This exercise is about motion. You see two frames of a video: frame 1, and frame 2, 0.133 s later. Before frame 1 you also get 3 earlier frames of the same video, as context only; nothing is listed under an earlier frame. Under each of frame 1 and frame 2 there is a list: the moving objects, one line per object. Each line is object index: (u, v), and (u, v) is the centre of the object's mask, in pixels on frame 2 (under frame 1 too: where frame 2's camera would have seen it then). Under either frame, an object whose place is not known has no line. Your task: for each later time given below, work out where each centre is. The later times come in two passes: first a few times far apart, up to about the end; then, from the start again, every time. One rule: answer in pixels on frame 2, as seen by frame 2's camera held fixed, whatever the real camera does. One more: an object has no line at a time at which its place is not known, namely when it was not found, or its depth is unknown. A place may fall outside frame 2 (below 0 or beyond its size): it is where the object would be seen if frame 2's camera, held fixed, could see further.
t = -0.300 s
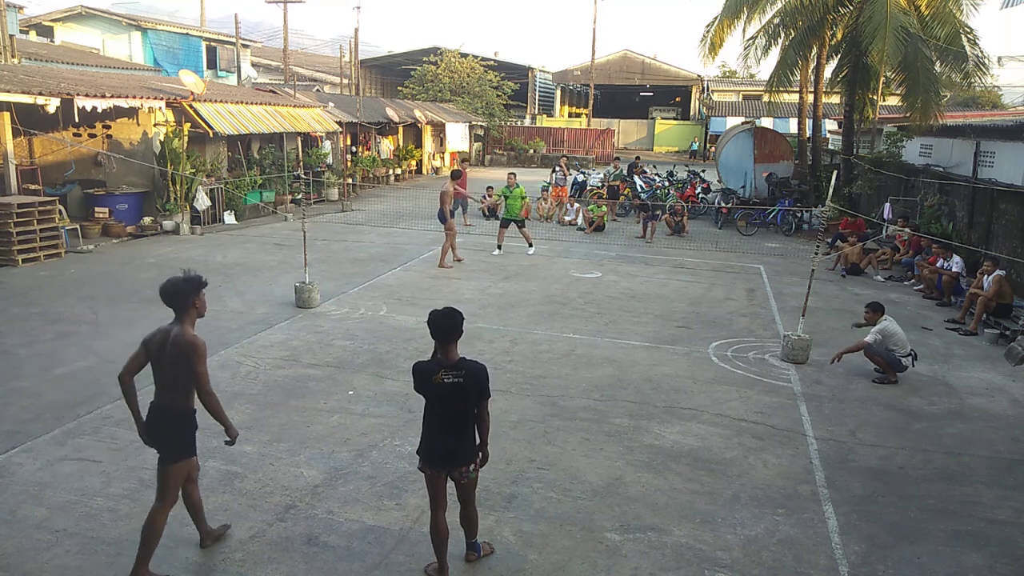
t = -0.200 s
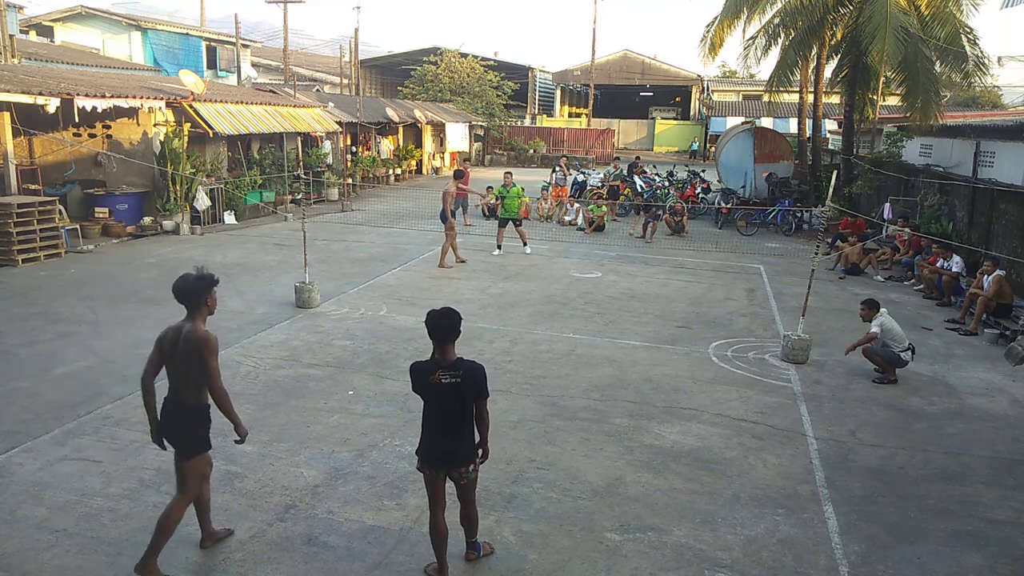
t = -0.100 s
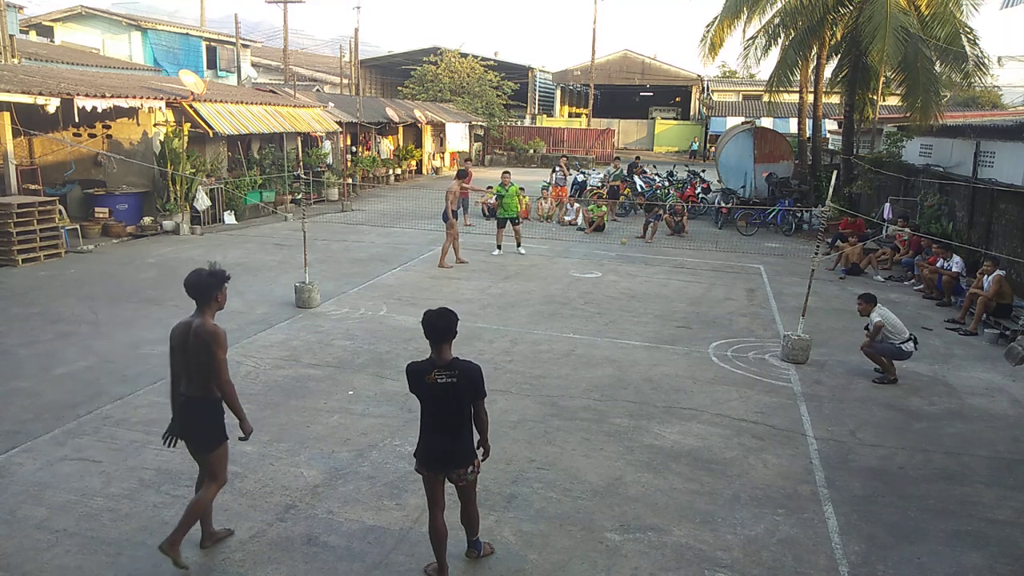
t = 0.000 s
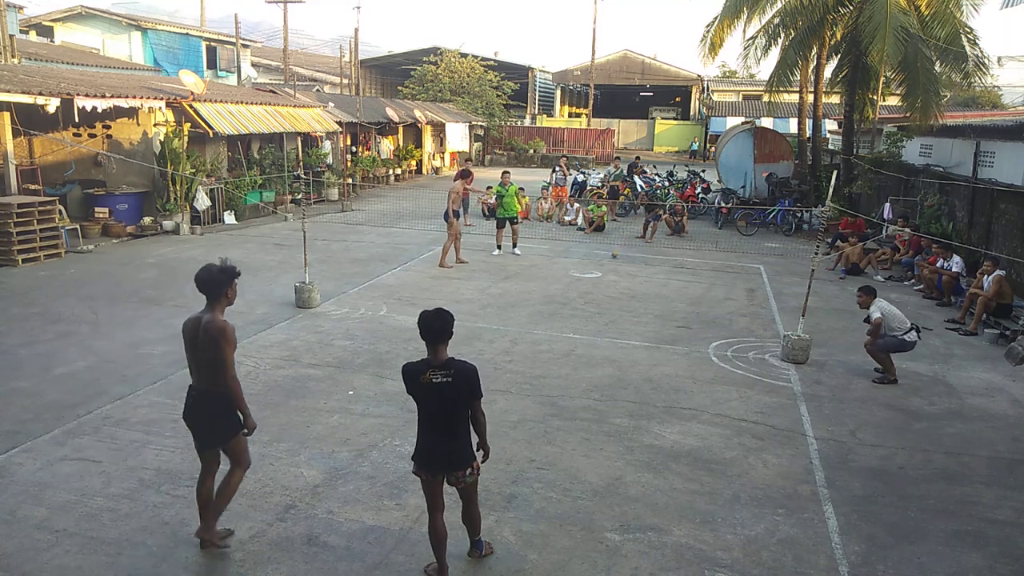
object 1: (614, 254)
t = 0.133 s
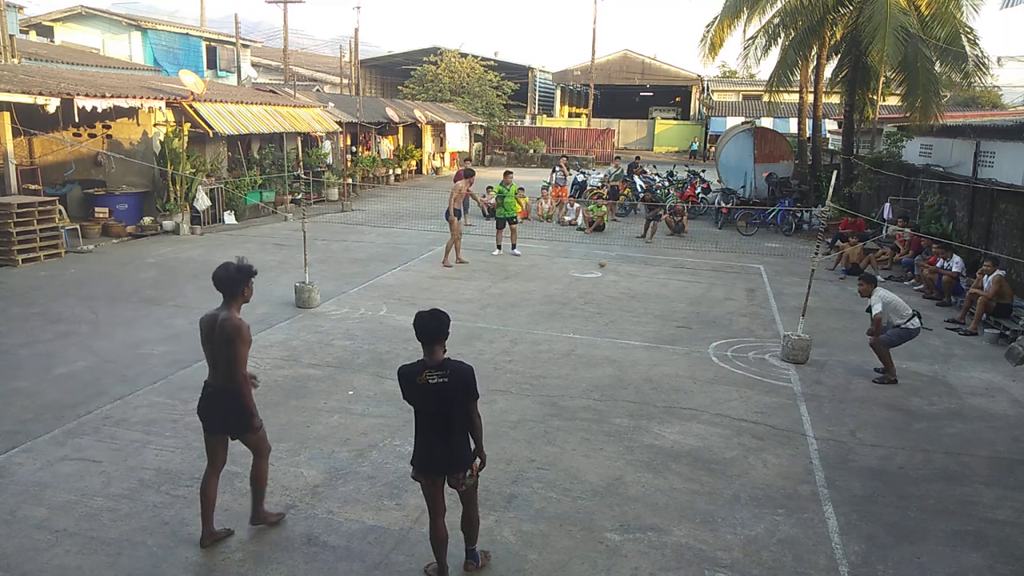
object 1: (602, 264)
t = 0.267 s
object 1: (588, 276)
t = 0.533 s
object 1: (558, 301)
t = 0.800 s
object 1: (527, 331)
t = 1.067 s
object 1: (490, 365)
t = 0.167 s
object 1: (598, 266)
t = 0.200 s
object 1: (595, 270)
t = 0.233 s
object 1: (591, 274)
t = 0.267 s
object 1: (588, 276)
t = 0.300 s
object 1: (584, 279)
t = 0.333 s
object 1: (581, 282)
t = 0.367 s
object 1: (577, 286)
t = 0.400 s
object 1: (573, 288)
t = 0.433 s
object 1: (570, 290)
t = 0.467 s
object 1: (566, 293)
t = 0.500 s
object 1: (563, 296)
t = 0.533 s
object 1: (558, 301)
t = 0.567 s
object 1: (555, 305)
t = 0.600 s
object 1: (551, 308)
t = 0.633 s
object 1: (547, 311)
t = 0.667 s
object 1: (543, 315)
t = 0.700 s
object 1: (539, 319)
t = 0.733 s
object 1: (535, 321)
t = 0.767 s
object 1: (531, 326)
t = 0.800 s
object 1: (527, 331)
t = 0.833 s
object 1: (523, 334)
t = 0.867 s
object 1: (518, 339)
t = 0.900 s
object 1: (514, 342)
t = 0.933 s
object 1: (509, 346)
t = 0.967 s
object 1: (505, 351)
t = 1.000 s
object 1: (499, 356)
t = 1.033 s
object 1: (494, 360)
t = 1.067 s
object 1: (490, 365)
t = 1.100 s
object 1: (484, 370)
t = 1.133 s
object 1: (478, 378)
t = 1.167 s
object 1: (473, 381)
